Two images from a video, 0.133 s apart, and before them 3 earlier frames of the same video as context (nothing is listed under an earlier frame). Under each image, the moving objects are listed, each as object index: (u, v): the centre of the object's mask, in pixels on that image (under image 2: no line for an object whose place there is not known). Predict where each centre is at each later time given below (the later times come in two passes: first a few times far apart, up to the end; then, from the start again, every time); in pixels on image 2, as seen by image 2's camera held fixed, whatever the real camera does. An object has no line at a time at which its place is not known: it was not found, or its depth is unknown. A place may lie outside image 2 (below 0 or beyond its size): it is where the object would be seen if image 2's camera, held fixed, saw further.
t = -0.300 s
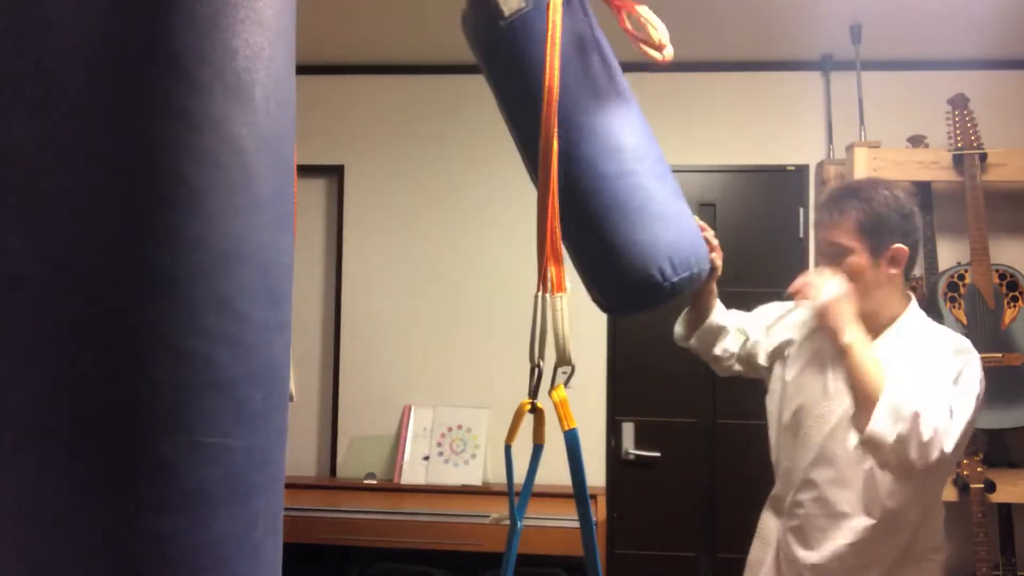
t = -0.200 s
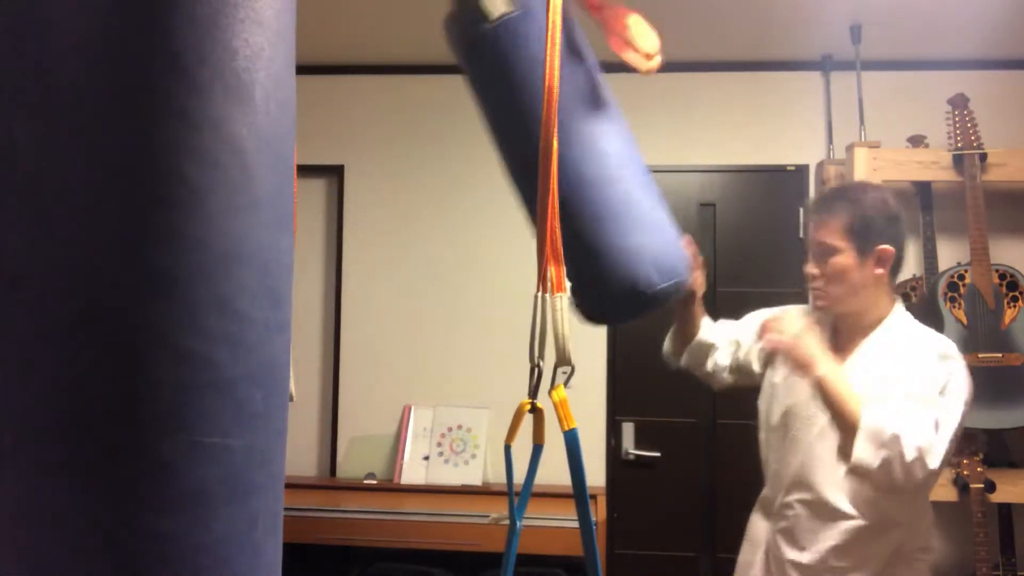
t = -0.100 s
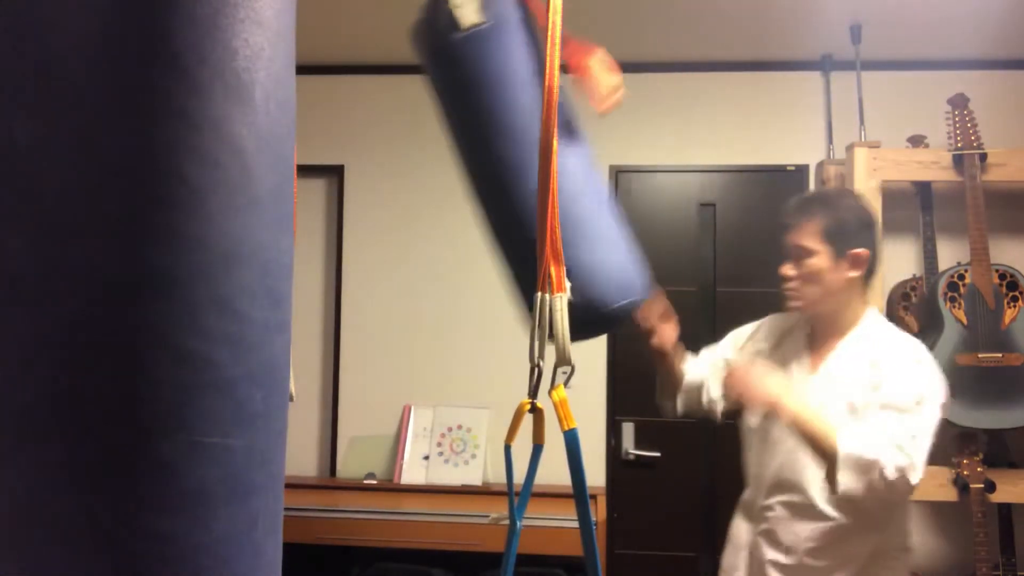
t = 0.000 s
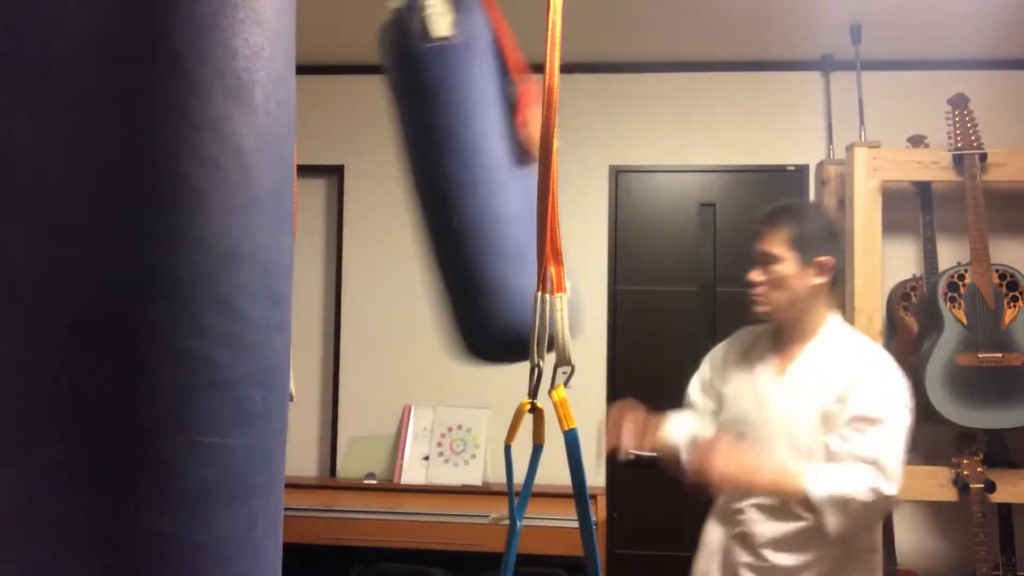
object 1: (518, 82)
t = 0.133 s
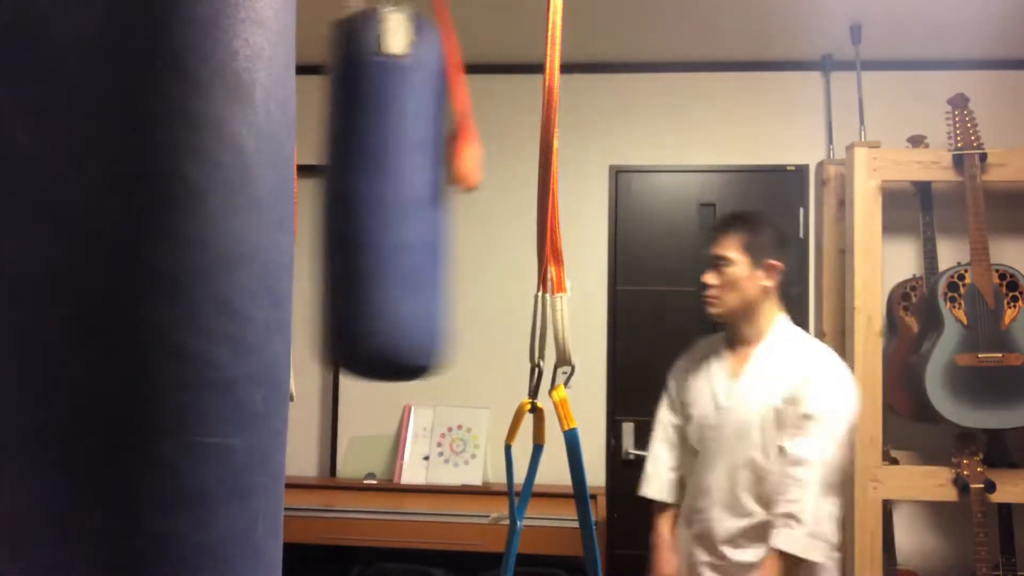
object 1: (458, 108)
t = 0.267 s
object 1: (392, 116)
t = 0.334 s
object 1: (362, 115)
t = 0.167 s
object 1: (443, 110)
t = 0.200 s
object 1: (425, 110)
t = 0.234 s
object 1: (408, 115)
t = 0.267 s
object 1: (392, 116)
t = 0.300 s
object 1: (376, 116)
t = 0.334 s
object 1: (362, 115)
